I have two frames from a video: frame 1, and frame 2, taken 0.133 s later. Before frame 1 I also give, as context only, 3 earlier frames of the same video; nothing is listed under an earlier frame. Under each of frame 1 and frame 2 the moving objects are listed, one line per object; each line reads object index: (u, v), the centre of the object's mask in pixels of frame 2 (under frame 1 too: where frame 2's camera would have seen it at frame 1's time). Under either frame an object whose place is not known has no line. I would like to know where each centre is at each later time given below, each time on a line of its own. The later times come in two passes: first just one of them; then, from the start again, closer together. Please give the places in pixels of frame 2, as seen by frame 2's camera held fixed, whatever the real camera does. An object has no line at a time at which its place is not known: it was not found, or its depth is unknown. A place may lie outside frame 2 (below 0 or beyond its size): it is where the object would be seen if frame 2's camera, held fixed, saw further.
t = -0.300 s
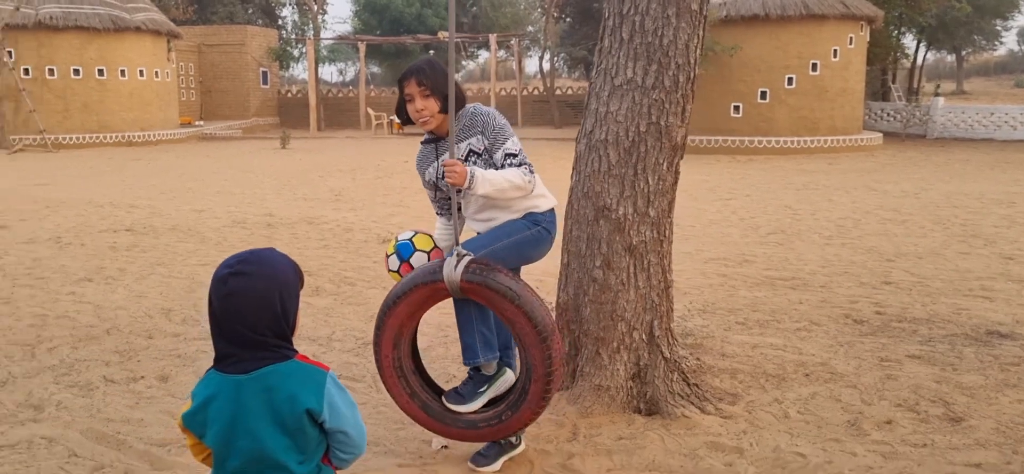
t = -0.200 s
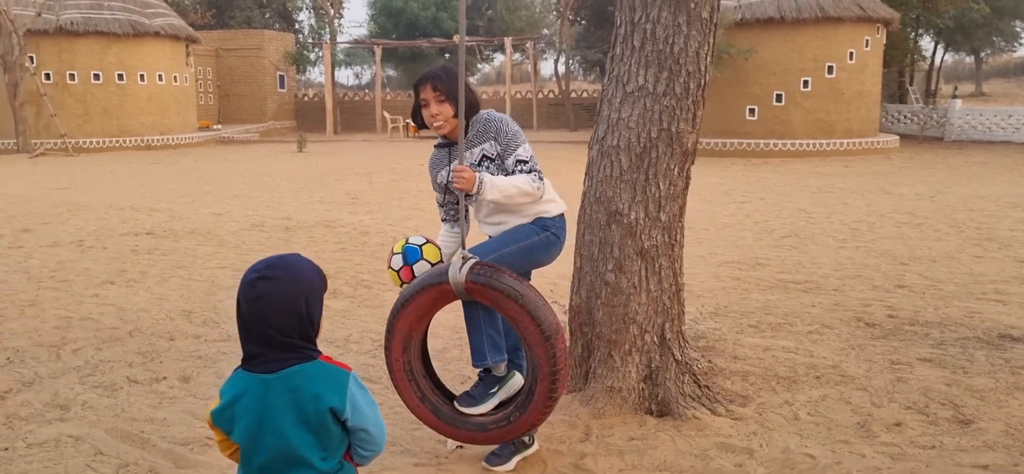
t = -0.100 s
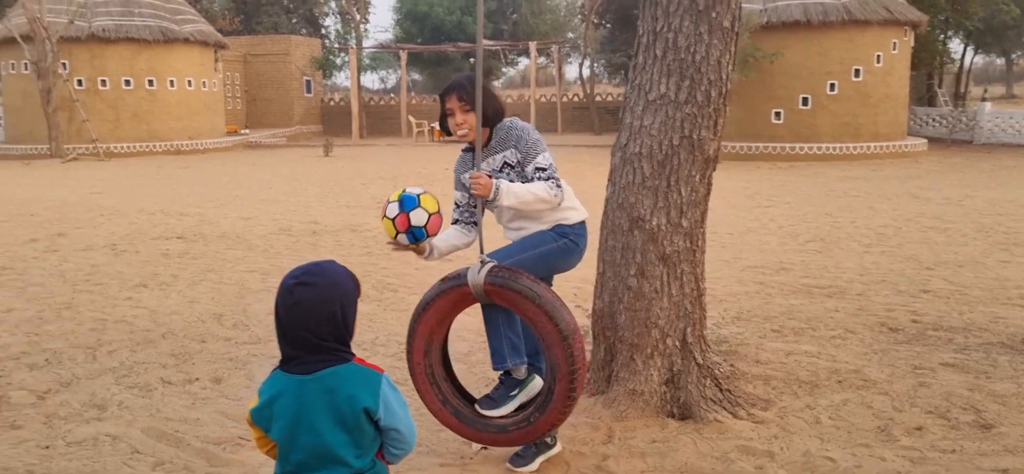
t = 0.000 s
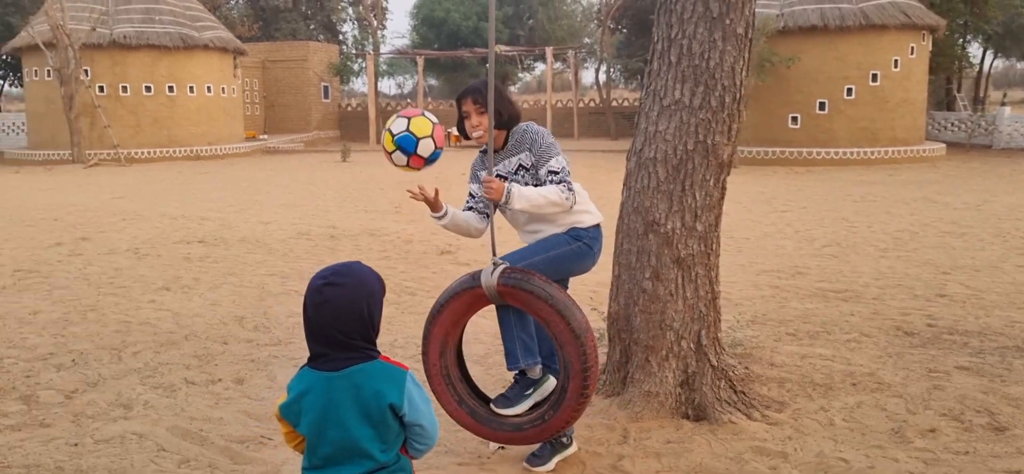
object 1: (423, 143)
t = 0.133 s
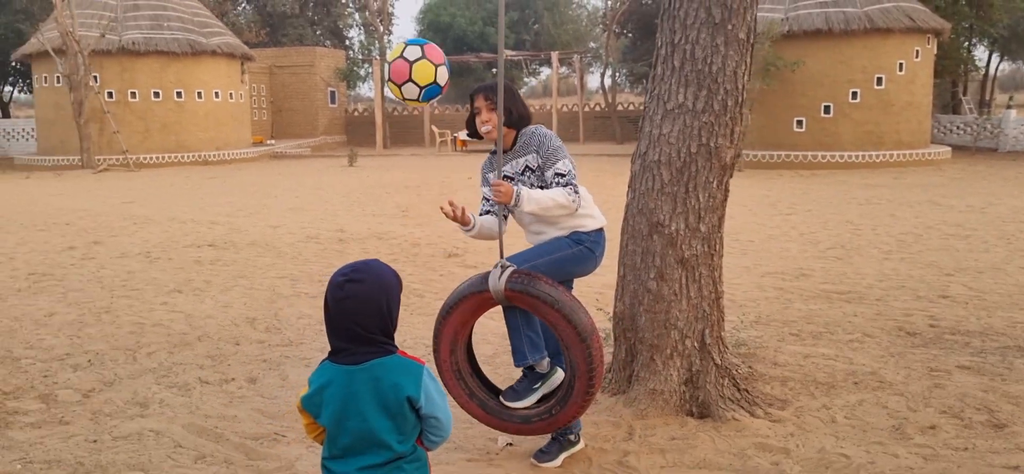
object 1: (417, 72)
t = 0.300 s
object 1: (428, 48)
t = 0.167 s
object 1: (418, 61)
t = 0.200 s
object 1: (420, 53)
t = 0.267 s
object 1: (424, 47)
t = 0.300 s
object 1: (428, 48)
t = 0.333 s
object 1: (429, 54)
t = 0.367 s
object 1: (432, 63)
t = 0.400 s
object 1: (435, 75)
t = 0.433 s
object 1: (439, 92)
